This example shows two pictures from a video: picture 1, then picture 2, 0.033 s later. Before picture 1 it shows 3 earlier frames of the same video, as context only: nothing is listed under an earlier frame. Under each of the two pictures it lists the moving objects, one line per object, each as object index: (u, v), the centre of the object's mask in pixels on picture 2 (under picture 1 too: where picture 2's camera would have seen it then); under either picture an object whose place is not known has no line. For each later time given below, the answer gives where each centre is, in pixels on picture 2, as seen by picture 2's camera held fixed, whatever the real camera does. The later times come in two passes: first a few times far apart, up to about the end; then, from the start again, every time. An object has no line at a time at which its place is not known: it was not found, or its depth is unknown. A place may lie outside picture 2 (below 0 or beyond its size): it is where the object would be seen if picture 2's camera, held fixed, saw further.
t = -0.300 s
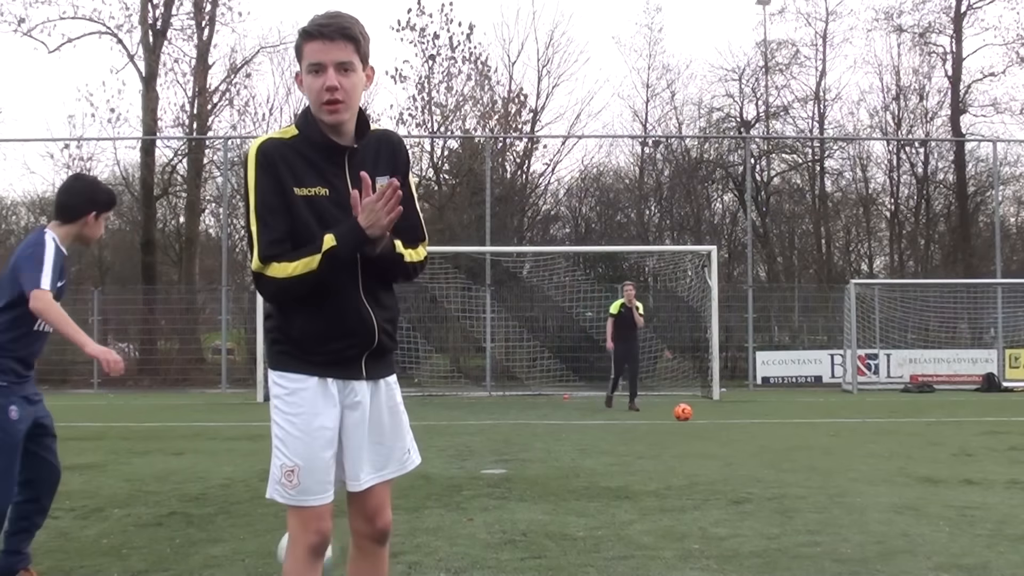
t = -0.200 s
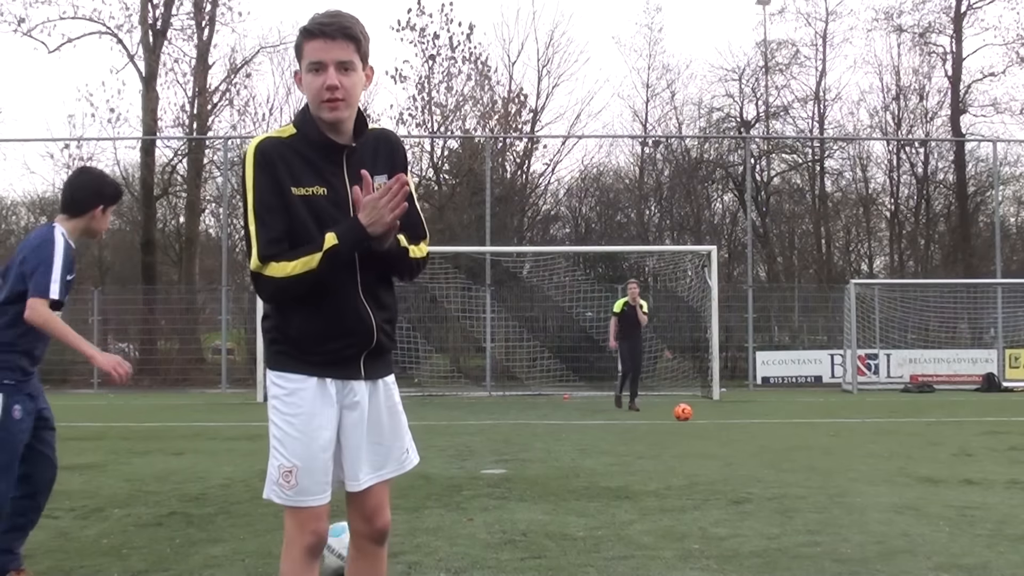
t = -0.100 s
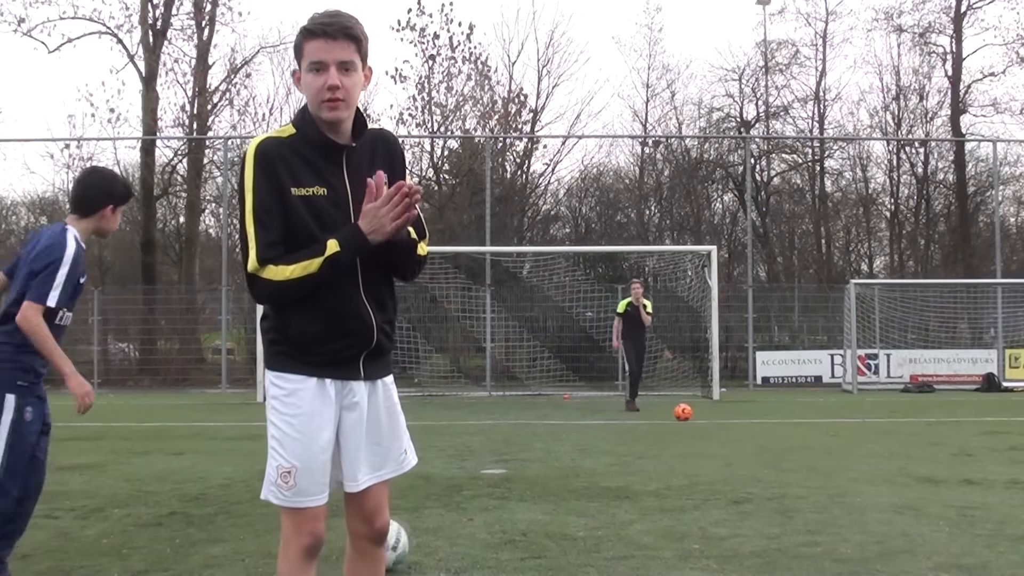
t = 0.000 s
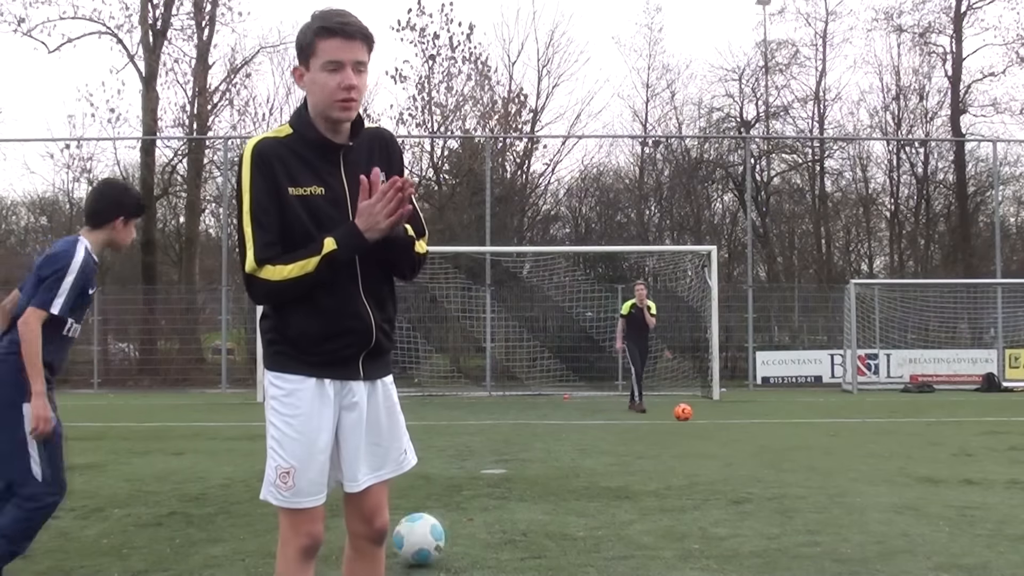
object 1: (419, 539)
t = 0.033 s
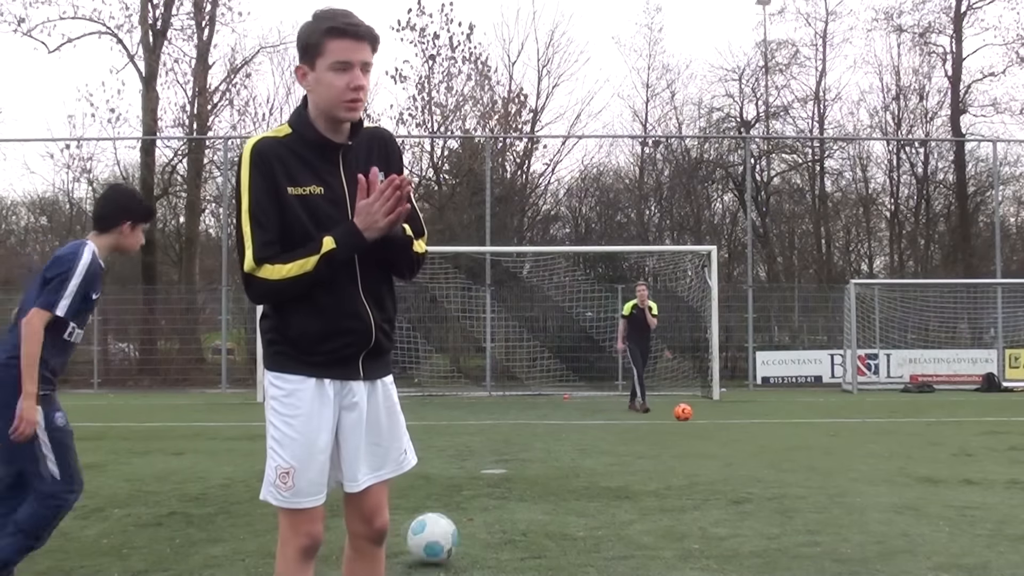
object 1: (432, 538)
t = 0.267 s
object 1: (505, 530)
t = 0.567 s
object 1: (591, 521)
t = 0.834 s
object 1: (658, 515)
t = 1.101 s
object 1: (714, 509)
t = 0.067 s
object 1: (442, 537)
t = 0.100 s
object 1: (452, 535)
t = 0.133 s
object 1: (465, 534)
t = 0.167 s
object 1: (474, 533)
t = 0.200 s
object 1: (484, 532)
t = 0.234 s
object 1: (496, 532)
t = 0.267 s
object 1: (505, 530)
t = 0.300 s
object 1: (516, 529)
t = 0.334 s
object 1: (527, 528)
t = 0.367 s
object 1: (536, 528)
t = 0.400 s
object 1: (545, 526)
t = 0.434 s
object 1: (556, 525)
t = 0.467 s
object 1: (564, 524)
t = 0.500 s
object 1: (572, 524)
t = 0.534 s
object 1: (582, 522)
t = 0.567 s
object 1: (591, 521)
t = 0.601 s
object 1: (599, 522)
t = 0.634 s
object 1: (608, 519)
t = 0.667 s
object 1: (616, 519)
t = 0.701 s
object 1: (625, 519)
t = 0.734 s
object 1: (634, 518)
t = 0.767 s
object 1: (642, 517)
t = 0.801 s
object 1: (650, 517)
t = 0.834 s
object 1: (658, 515)
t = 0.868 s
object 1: (665, 514)
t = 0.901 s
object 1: (672, 514)
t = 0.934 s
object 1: (680, 512)
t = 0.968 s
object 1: (687, 511)
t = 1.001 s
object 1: (693, 511)
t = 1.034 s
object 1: (701, 511)
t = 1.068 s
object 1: (707, 510)
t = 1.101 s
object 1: (714, 509)
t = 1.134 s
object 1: (722, 509)
